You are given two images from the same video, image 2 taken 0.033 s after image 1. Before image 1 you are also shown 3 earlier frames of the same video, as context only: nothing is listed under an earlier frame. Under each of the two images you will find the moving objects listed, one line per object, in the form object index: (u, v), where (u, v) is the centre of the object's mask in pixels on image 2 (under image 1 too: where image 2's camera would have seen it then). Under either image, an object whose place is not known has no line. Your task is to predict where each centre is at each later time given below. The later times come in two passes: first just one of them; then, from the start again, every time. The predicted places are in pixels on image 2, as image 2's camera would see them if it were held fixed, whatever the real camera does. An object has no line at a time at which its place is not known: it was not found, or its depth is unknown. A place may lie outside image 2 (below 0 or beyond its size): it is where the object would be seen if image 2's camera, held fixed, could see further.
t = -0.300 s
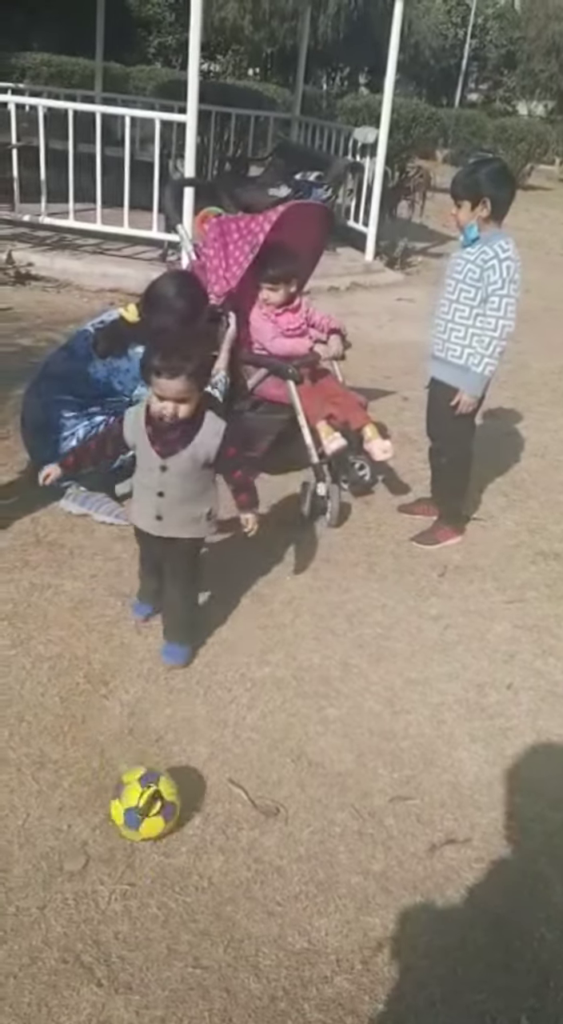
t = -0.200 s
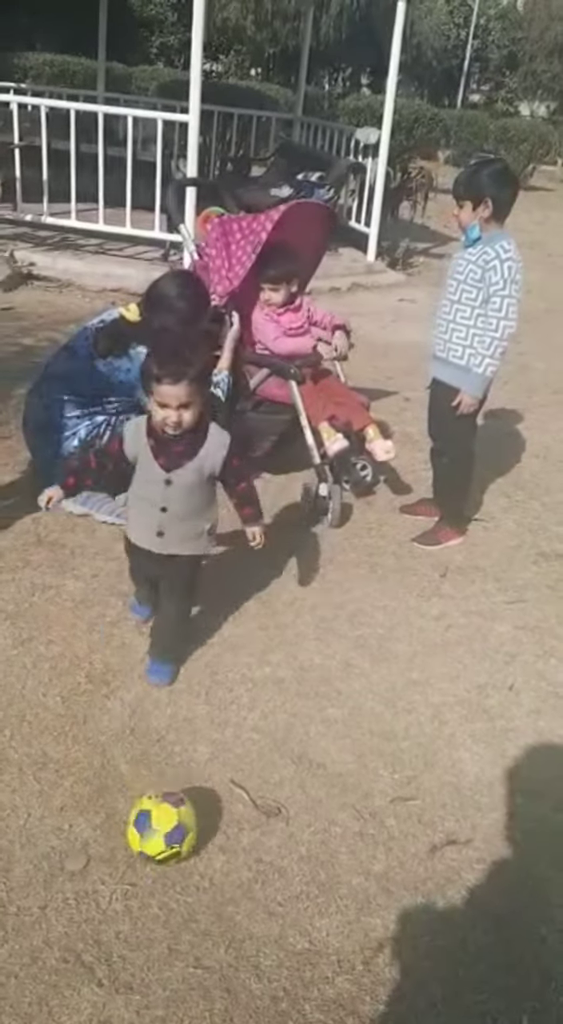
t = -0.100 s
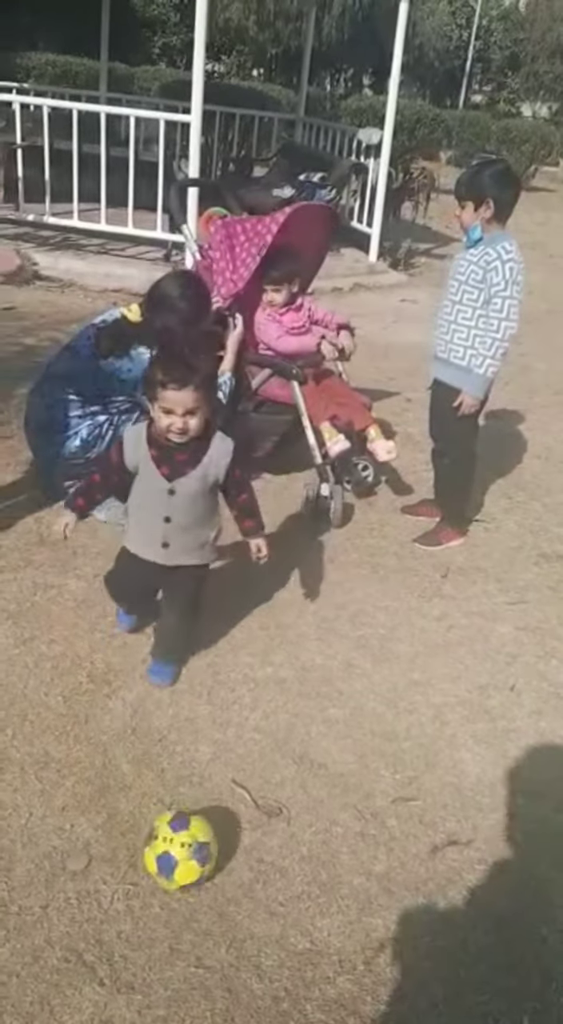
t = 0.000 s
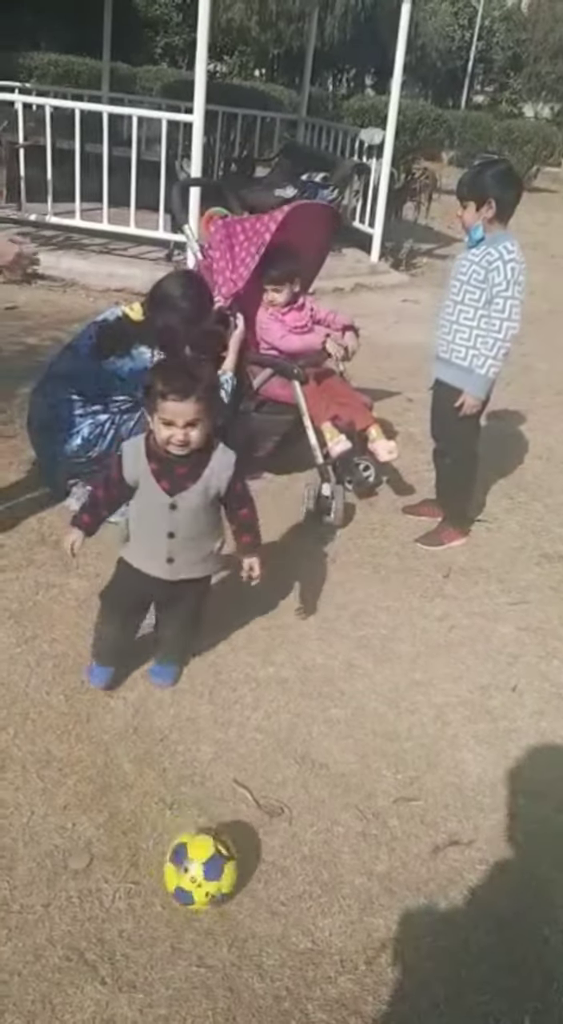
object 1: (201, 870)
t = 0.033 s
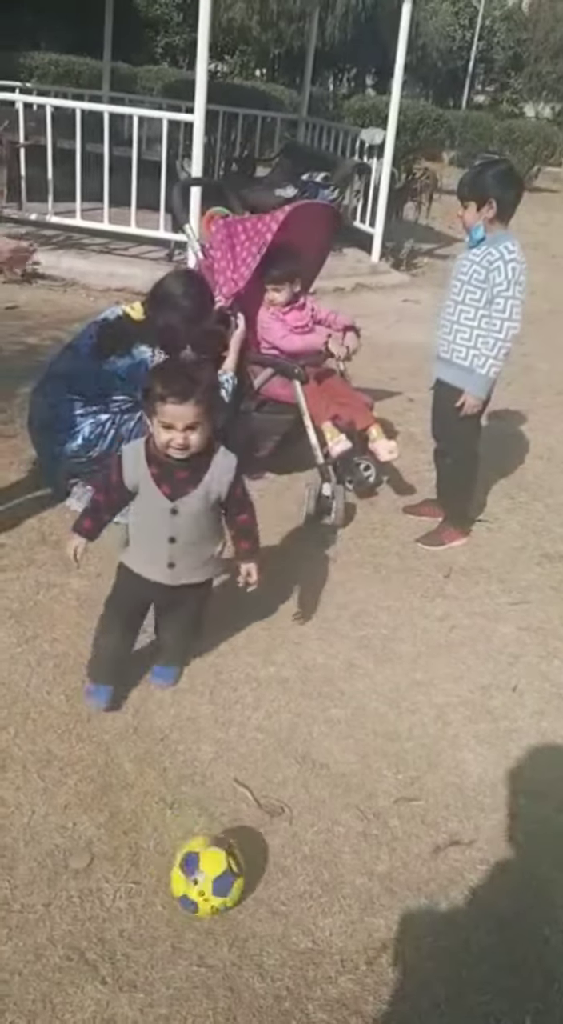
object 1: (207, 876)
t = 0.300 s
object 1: (261, 916)
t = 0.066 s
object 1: (214, 881)
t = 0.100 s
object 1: (221, 887)
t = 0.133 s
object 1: (227, 892)
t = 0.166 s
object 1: (234, 897)
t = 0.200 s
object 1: (240, 902)
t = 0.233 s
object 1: (247, 907)
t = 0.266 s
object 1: (254, 912)
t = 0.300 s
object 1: (261, 916)
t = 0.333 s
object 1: (267, 920)
